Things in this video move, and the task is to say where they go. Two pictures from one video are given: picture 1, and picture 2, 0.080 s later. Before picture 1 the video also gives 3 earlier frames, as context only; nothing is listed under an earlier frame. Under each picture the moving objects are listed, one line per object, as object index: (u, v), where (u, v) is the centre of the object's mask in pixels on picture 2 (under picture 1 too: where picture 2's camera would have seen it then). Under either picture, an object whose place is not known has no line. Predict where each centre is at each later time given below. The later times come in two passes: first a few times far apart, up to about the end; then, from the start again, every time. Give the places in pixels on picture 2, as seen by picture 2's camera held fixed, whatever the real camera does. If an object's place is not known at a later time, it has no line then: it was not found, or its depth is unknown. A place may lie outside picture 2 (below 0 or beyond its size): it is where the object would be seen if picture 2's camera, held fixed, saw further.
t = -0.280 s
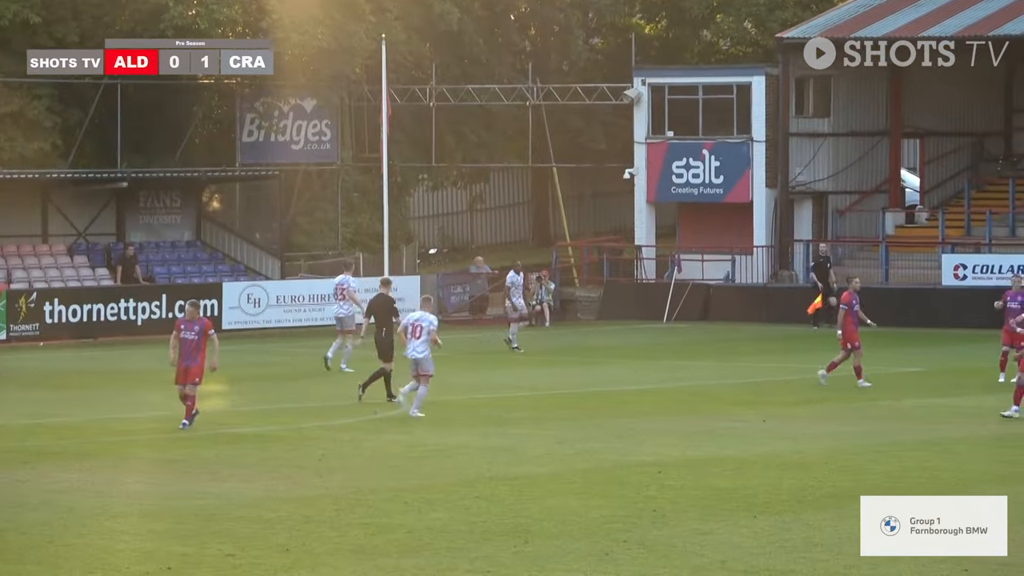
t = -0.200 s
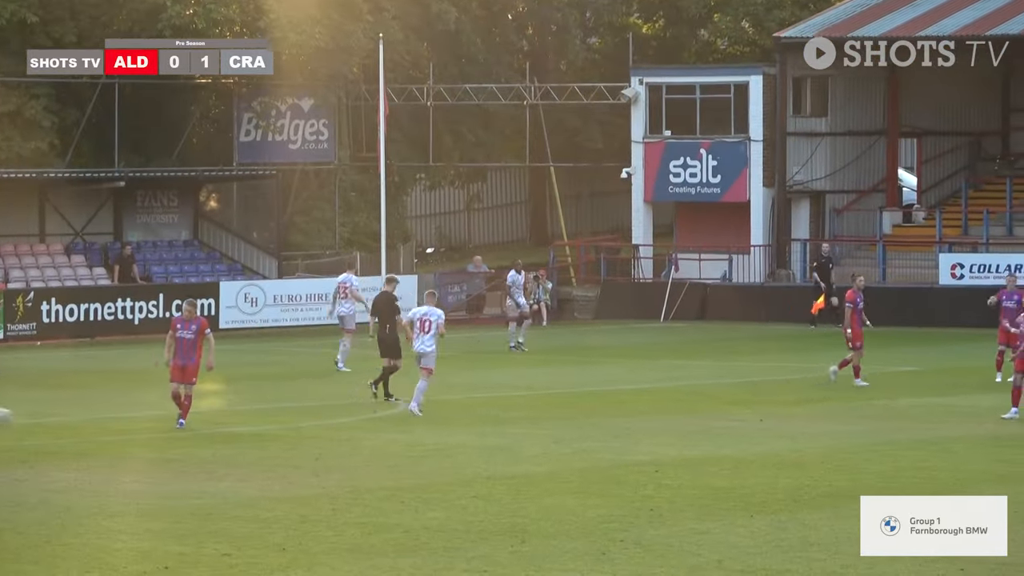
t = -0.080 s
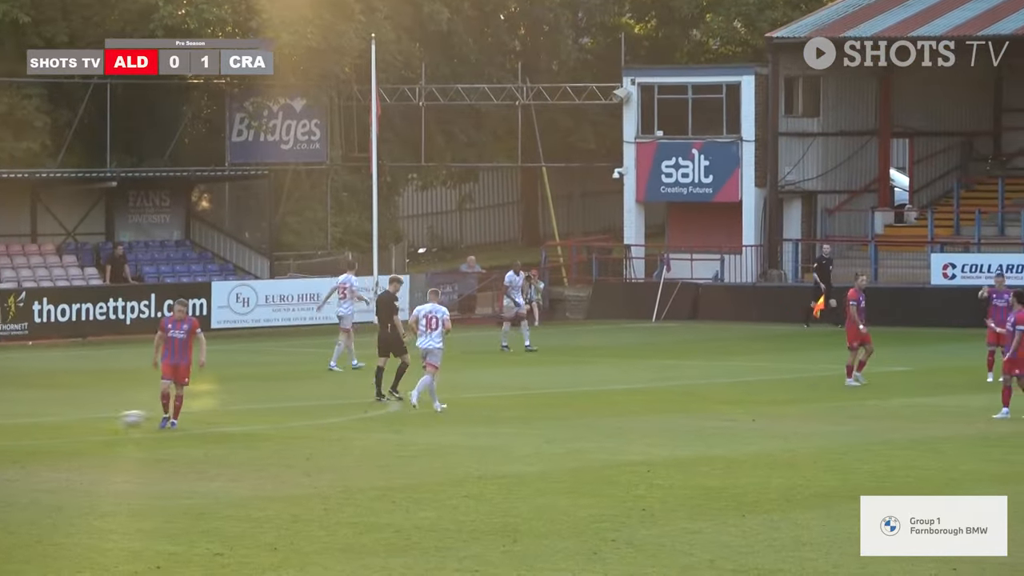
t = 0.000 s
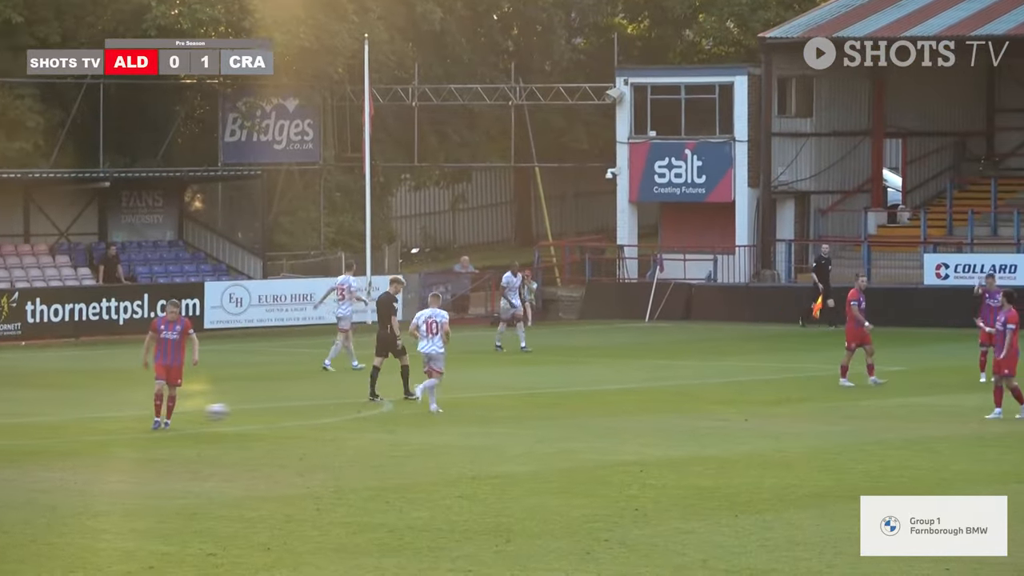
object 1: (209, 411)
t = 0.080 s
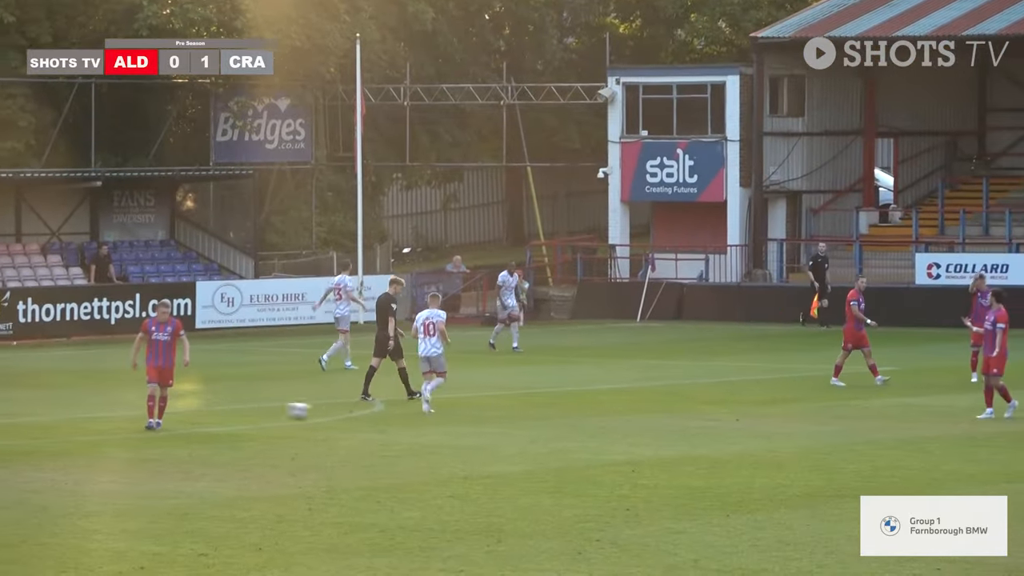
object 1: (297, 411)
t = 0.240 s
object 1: (483, 430)
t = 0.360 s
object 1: (615, 437)
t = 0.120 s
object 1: (345, 412)
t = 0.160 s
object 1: (391, 416)
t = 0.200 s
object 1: (437, 422)
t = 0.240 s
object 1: (483, 430)
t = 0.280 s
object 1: (529, 439)
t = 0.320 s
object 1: (573, 443)
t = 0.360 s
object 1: (615, 437)
